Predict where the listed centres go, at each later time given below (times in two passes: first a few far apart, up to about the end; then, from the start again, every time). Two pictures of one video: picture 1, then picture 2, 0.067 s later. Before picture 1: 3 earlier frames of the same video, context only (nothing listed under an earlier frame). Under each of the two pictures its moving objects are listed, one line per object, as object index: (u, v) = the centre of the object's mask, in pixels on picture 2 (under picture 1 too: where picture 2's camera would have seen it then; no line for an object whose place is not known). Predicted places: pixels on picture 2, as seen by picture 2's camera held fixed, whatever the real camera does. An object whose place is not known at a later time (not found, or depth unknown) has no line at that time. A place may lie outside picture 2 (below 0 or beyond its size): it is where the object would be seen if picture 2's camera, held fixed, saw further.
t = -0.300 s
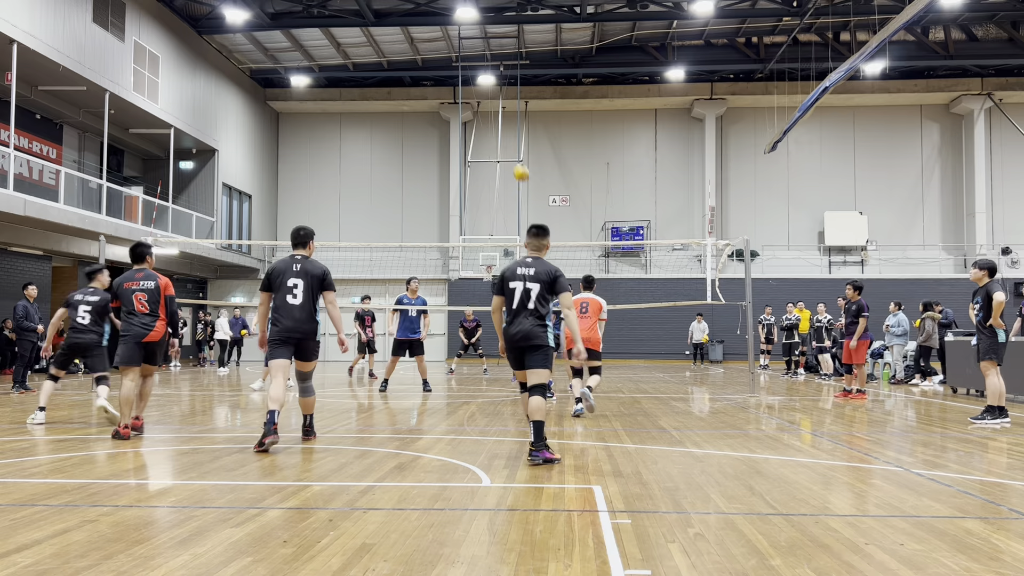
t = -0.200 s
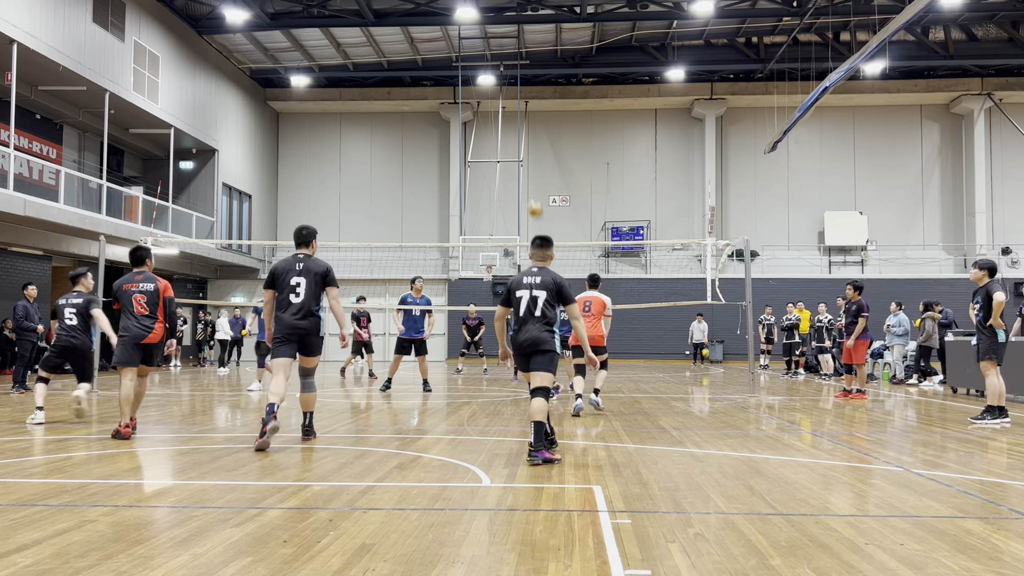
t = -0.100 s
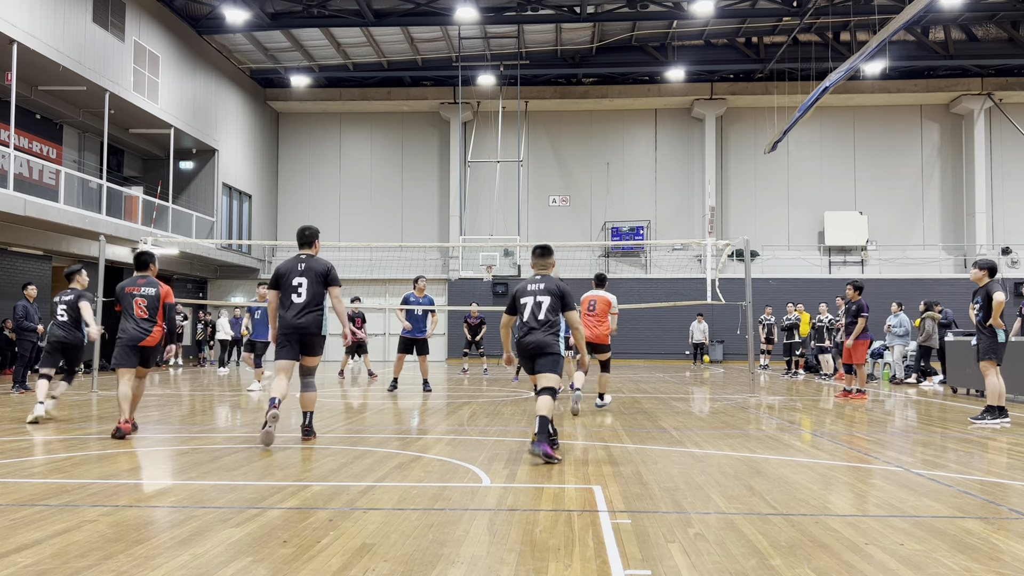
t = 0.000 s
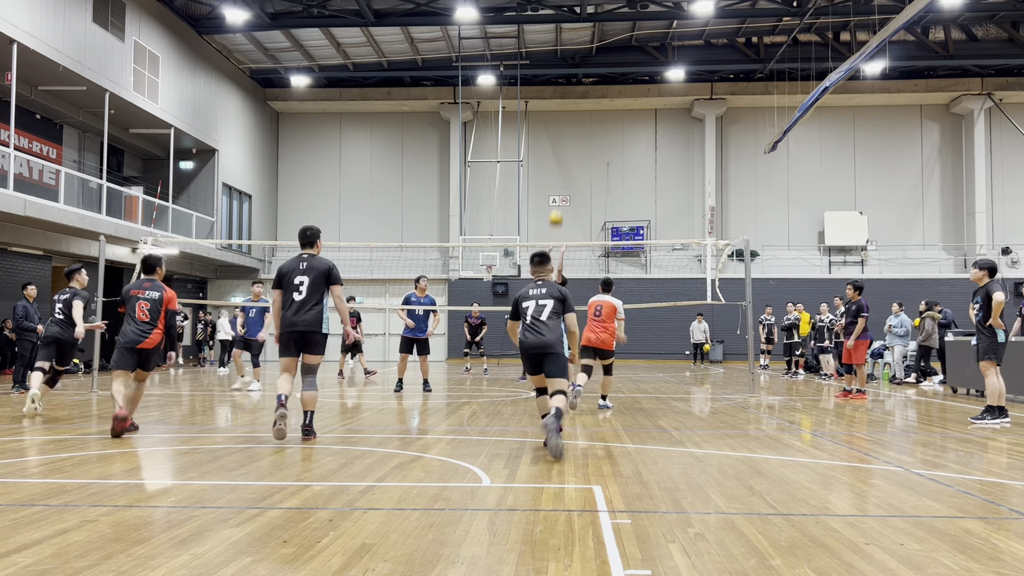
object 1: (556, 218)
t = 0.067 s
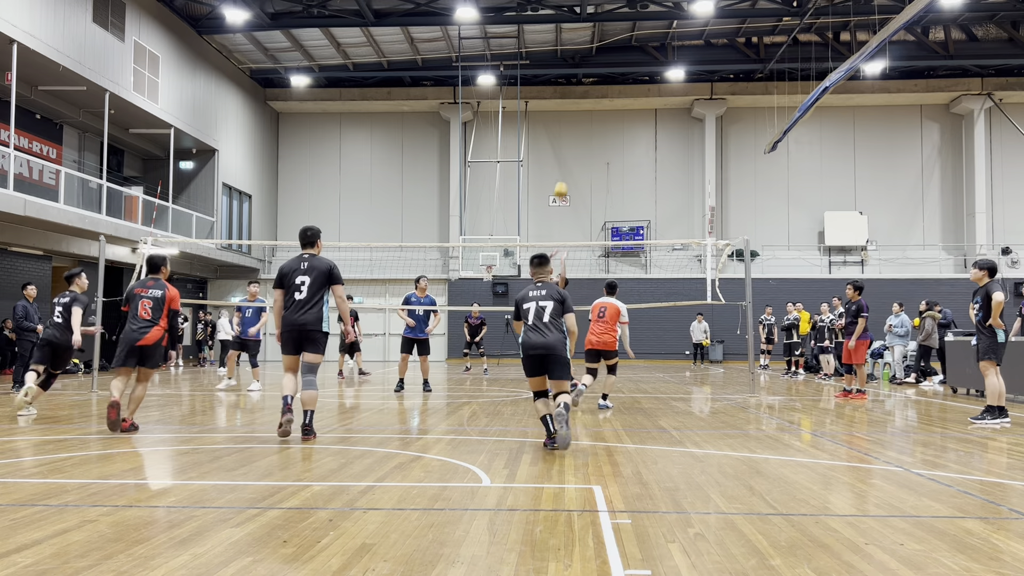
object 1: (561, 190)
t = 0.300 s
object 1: (575, 122)
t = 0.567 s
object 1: (590, 90)
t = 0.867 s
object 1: (607, 110)
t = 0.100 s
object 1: (563, 179)
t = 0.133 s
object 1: (565, 168)
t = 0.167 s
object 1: (567, 157)
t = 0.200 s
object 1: (569, 147)
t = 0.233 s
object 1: (571, 138)
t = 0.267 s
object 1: (573, 130)
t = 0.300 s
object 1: (575, 122)
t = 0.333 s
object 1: (577, 116)
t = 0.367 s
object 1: (579, 110)
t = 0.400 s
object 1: (581, 105)
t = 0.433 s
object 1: (583, 100)
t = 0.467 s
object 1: (585, 96)
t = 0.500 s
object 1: (586, 94)
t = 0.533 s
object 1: (588, 92)
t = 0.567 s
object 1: (590, 90)
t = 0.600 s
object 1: (592, 90)
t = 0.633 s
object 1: (594, 90)
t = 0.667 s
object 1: (596, 90)
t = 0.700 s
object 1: (597, 91)
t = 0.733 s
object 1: (599, 94)
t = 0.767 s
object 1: (601, 97)
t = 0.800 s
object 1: (603, 100)
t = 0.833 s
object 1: (605, 105)
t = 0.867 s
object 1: (607, 110)
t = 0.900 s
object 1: (609, 116)
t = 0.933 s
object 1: (610, 122)
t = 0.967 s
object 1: (612, 129)
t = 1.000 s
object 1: (614, 138)
